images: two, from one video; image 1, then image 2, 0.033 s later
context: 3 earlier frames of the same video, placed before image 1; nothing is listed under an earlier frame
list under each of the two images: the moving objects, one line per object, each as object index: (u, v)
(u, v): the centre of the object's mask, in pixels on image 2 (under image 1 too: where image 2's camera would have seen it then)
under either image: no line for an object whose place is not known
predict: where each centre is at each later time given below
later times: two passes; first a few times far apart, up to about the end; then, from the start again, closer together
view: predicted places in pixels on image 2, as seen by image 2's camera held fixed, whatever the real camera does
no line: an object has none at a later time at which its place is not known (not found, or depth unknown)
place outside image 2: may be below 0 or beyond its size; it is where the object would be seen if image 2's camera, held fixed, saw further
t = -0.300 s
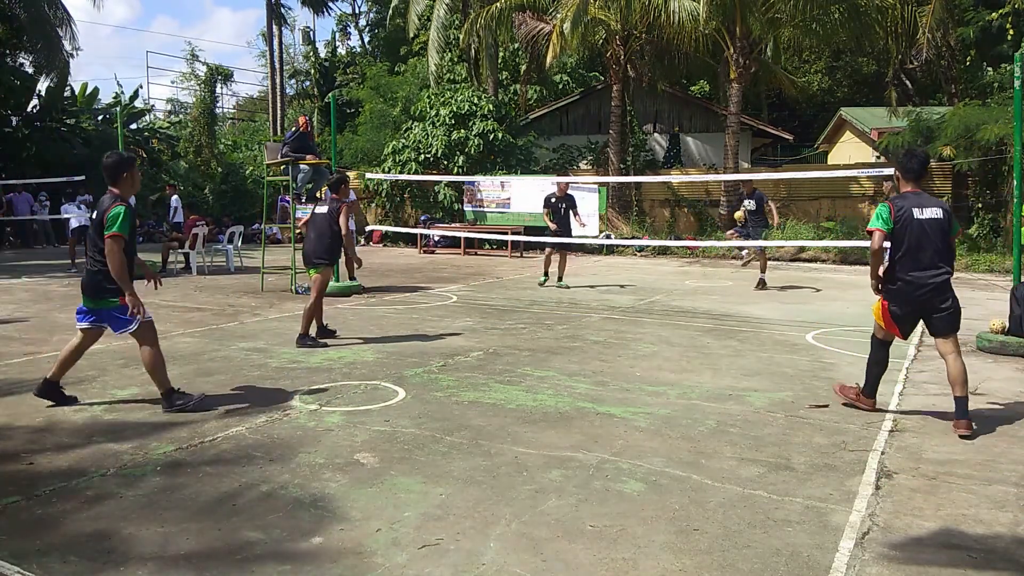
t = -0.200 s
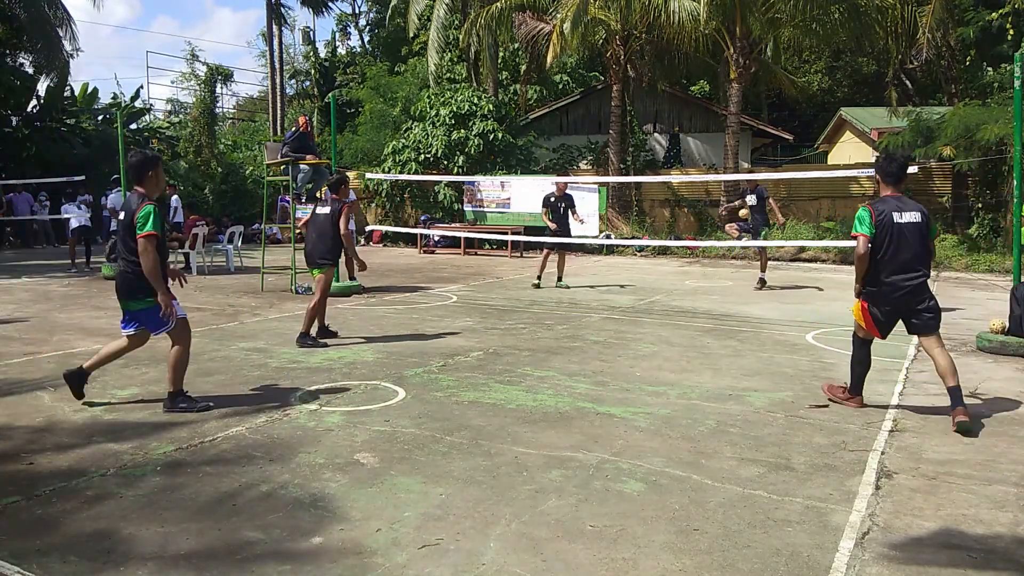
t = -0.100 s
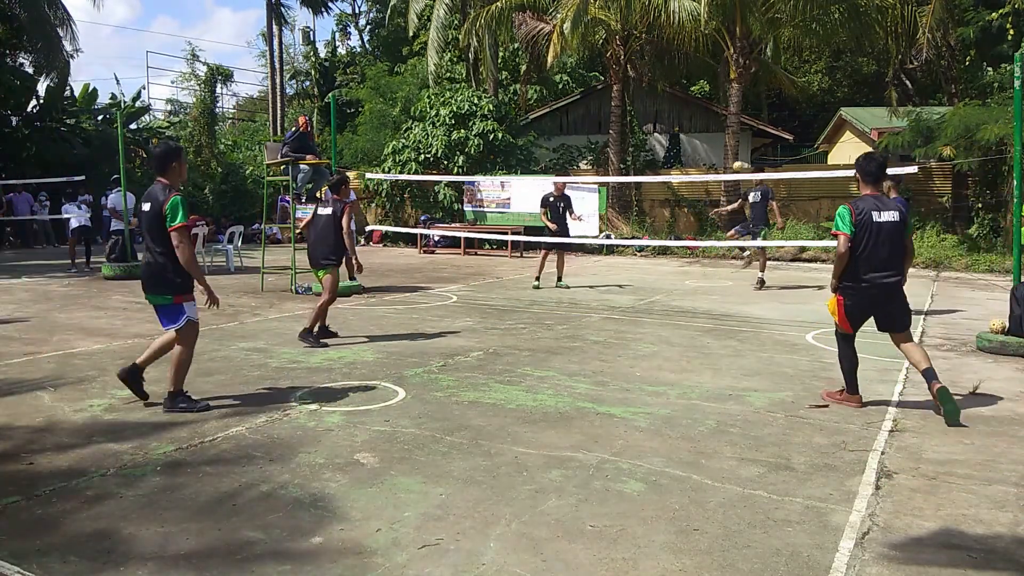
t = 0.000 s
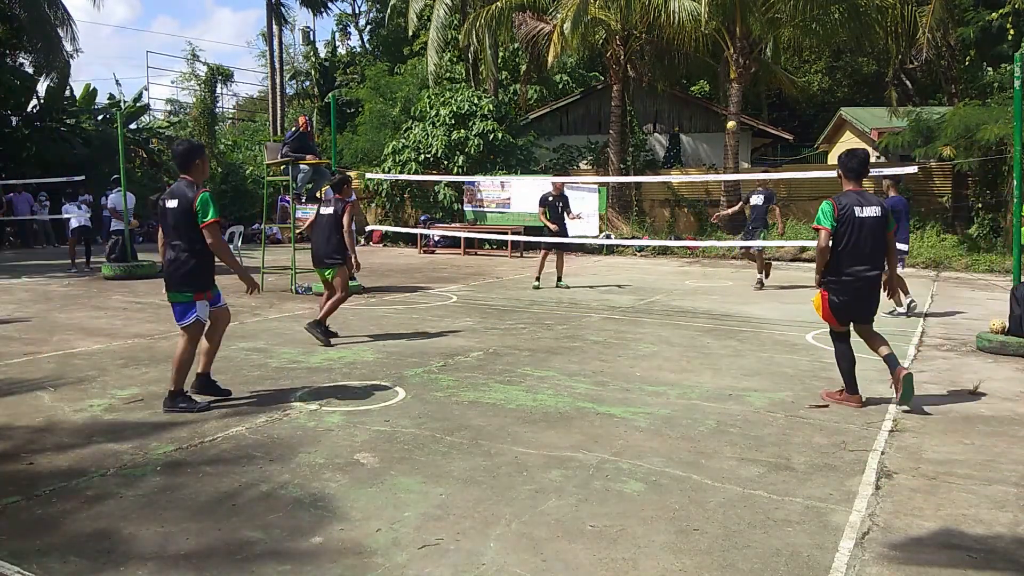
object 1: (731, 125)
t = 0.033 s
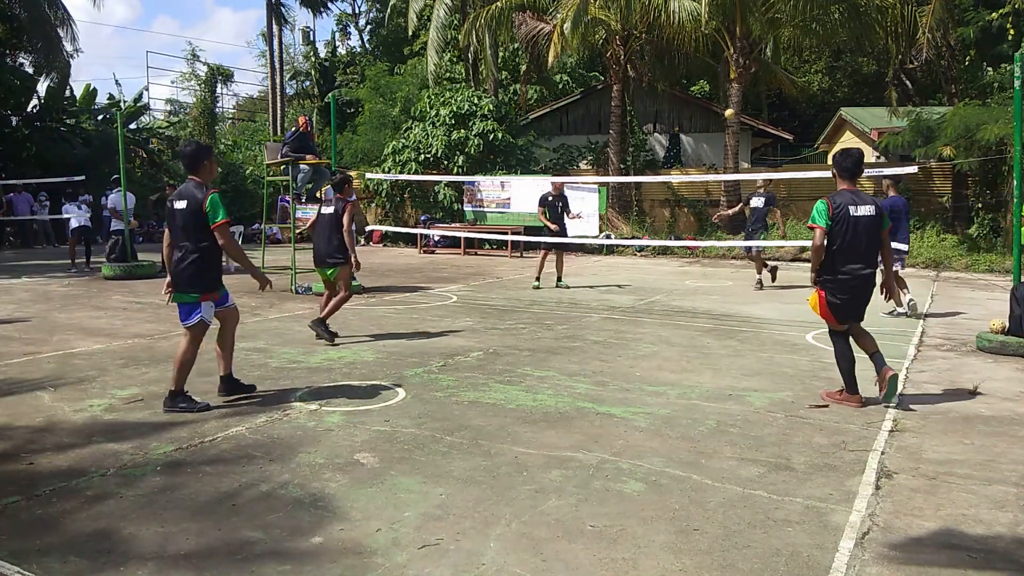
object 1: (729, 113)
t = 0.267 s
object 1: (714, 53)
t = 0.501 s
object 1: (699, 31)
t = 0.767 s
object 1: (680, 54)
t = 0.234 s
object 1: (717, 59)
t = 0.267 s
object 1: (714, 53)
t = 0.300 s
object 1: (712, 47)
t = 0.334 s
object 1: (710, 42)
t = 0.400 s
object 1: (706, 35)
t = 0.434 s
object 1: (703, 33)
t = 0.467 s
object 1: (702, 31)
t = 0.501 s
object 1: (699, 31)
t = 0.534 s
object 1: (696, 31)
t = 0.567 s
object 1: (694, 32)
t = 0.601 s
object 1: (691, 34)
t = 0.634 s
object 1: (689, 36)
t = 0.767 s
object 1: (680, 54)
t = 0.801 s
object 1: (677, 61)
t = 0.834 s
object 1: (675, 68)
